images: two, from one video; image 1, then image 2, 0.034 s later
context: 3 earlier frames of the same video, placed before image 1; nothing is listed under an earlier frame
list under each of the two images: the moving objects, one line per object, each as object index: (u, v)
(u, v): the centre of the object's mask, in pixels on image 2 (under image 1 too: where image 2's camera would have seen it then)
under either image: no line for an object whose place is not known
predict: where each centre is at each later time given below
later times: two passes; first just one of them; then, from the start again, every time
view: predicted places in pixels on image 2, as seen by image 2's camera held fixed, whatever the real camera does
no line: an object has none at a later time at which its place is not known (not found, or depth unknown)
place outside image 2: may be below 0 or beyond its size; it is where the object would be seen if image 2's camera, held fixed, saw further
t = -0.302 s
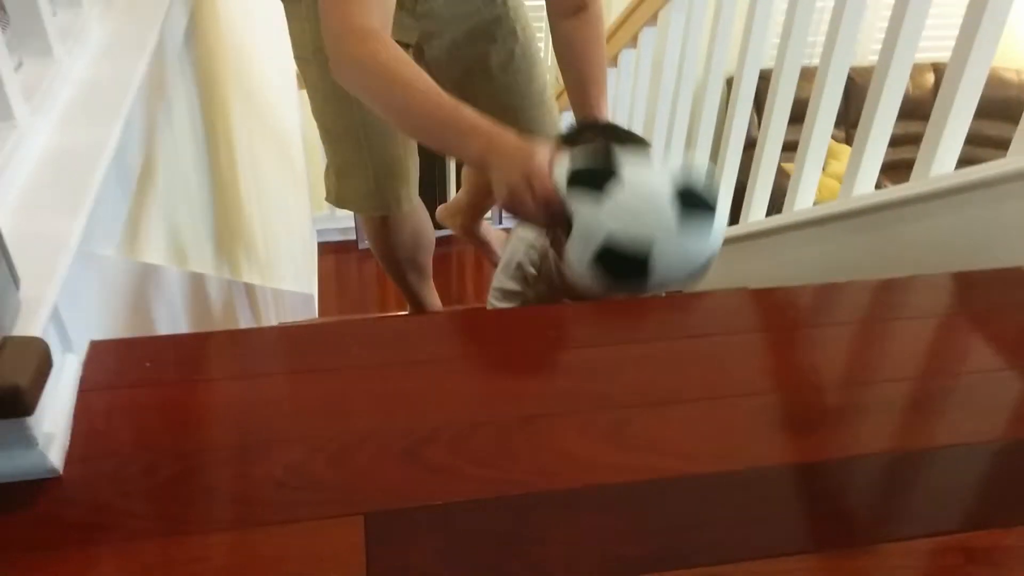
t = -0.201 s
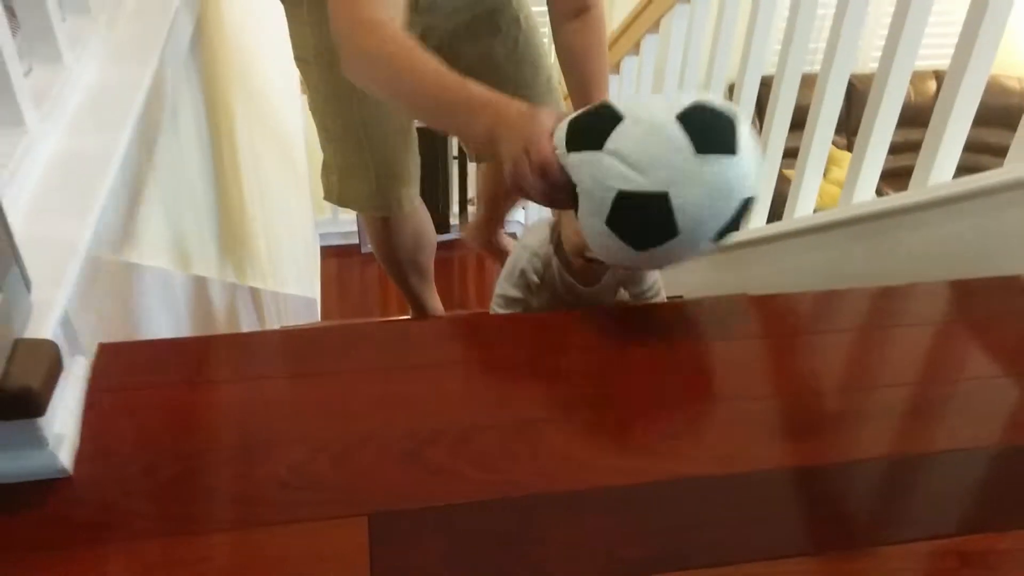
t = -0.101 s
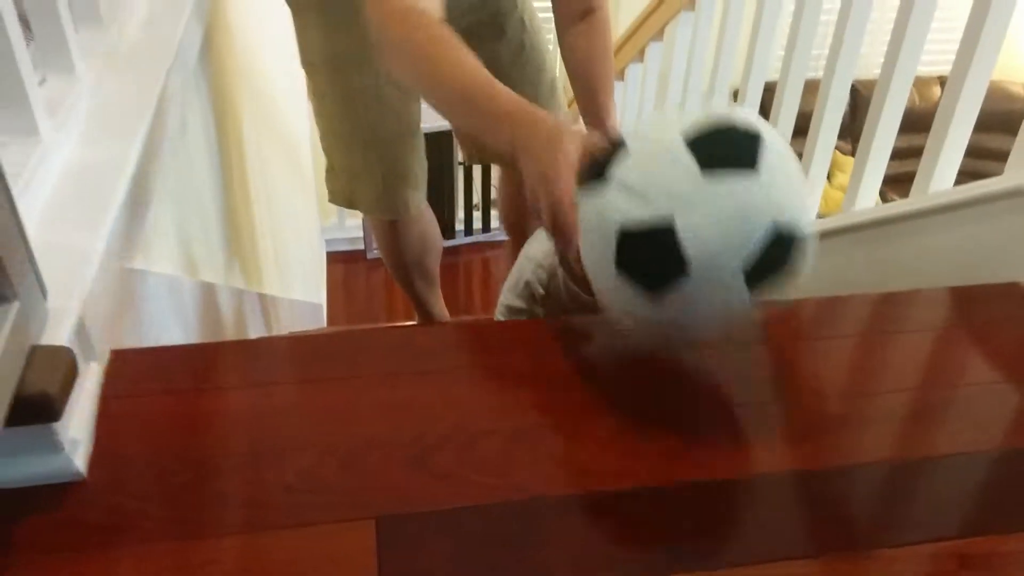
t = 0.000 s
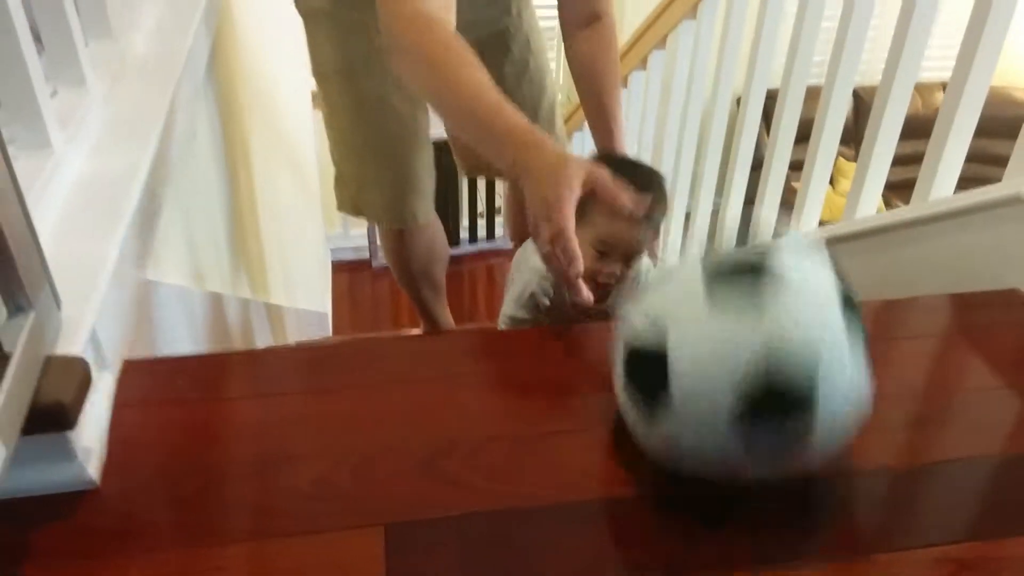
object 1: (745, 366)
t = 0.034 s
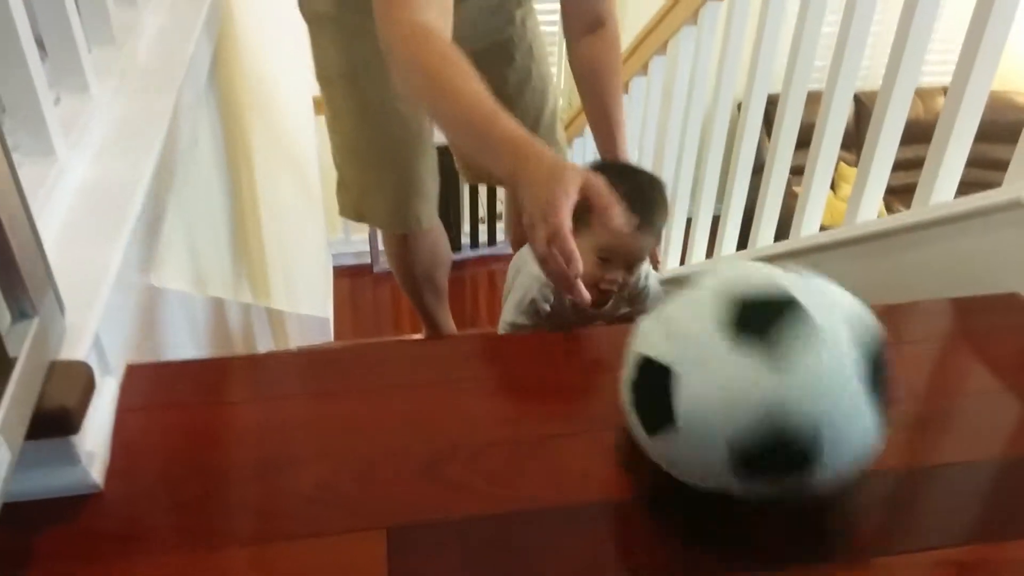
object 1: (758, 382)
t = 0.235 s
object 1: (851, 464)
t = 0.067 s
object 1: (774, 390)
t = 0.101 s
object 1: (790, 411)
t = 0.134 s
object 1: (804, 437)
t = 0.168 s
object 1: (820, 456)
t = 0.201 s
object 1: (837, 460)
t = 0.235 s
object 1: (851, 464)
